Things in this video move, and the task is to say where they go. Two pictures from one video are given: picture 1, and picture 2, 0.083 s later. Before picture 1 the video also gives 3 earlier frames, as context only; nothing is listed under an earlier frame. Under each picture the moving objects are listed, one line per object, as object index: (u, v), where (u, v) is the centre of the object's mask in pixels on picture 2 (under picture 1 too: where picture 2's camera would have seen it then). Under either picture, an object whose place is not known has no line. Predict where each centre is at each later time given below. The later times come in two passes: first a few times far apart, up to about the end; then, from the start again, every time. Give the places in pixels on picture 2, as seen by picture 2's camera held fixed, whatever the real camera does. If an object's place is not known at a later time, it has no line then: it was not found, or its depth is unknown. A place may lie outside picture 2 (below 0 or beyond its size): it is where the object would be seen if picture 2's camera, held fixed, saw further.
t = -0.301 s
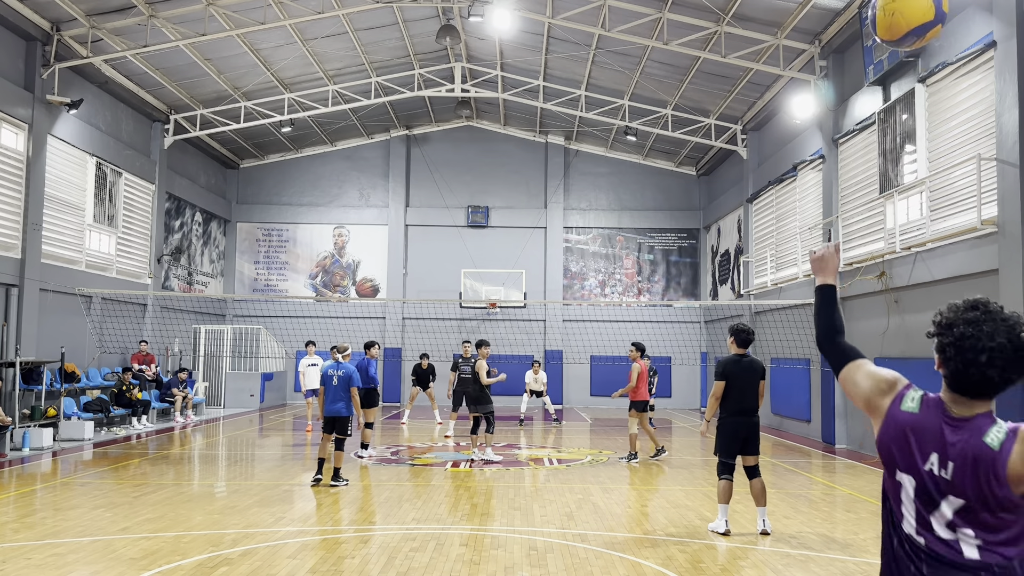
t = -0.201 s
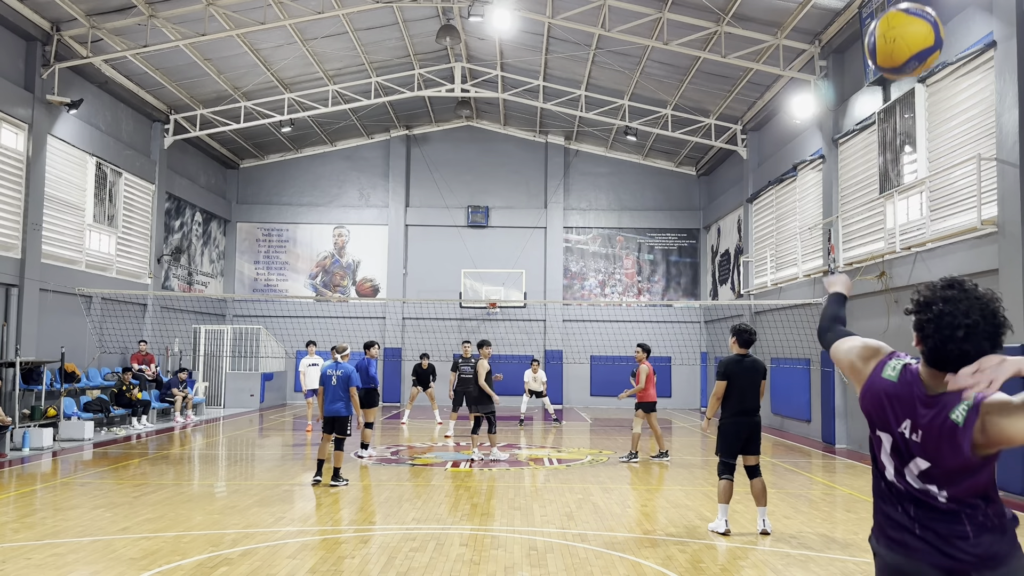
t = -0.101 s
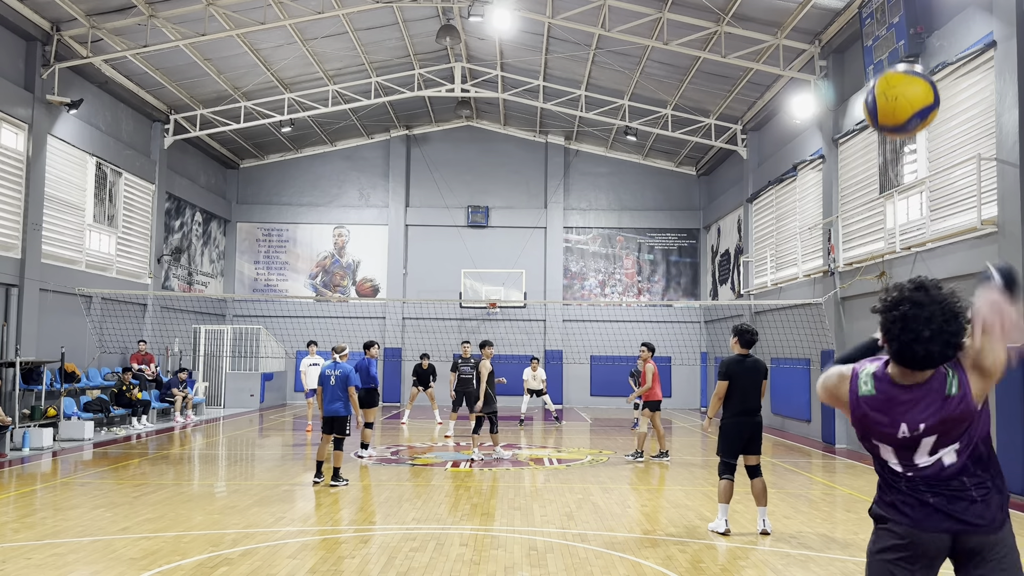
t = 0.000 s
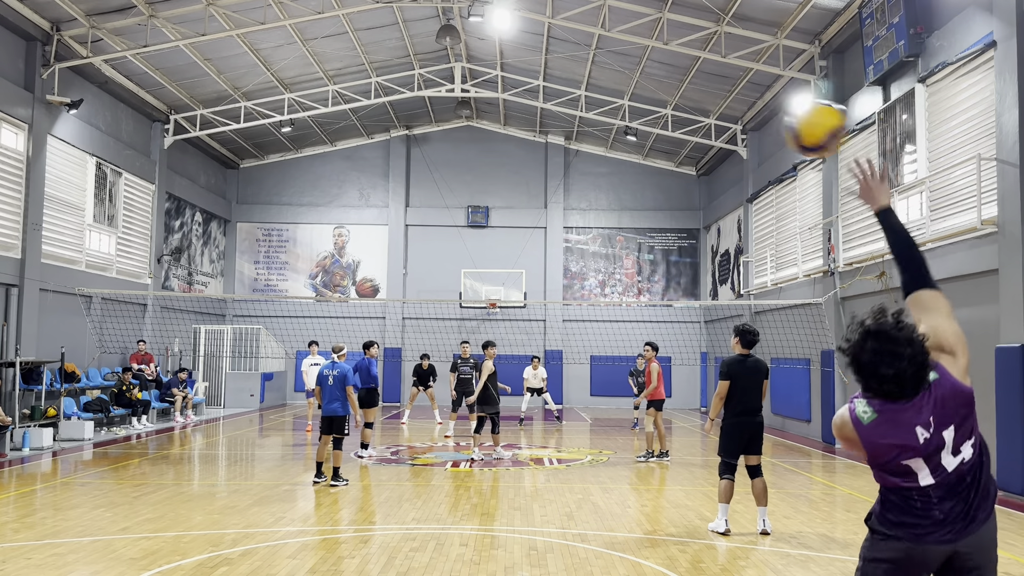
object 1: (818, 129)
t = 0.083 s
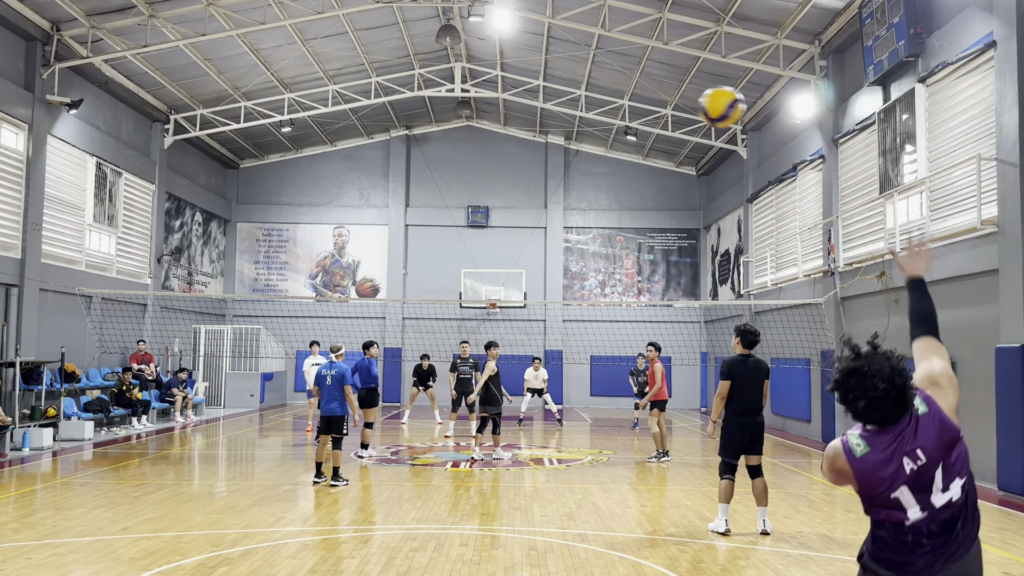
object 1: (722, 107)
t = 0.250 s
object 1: (629, 107)
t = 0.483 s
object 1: (577, 146)
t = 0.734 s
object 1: (552, 202)
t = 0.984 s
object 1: (532, 270)
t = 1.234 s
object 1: (519, 342)
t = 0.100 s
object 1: (708, 105)
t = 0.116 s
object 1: (696, 104)
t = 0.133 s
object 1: (686, 102)
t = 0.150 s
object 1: (675, 102)
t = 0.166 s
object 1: (666, 102)
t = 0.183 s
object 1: (657, 103)
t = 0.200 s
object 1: (649, 103)
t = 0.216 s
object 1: (642, 104)
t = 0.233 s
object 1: (635, 105)
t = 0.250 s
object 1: (629, 107)
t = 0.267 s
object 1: (623, 108)
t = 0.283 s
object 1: (618, 110)
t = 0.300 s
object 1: (613, 112)
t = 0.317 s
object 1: (608, 114)
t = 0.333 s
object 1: (604, 117)
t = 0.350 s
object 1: (600, 119)
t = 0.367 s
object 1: (597, 122)
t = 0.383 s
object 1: (593, 125)
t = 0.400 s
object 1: (590, 128)
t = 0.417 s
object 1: (587, 132)
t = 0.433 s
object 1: (584, 135)
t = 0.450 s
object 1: (582, 138)
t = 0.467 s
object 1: (579, 142)
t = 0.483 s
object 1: (577, 146)
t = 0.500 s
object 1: (575, 149)
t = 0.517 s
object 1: (573, 153)
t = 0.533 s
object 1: (571, 156)
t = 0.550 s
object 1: (569, 160)
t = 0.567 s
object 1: (568, 164)
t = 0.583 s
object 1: (566, 168)
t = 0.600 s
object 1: (565, 171)
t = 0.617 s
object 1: (563, 175)
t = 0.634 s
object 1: (561, 179)
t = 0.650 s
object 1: (560, 183)
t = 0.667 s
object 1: (558, 187)
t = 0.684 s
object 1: (557, 191)
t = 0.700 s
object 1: (555, 195)
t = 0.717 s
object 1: (554, 198)
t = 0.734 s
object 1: (552, 202)
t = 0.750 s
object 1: (551, 207)
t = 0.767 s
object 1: (549, 211)
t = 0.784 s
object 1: (548, 215)
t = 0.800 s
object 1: (546, 219)
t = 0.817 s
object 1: (545, 224)
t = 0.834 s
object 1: (544, 228)
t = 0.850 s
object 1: (542, 233)
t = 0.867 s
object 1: (541, 237)
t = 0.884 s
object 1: (540, 242)
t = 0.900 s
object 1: (538, 246)
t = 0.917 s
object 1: (537, 251)
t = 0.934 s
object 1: (536, 256)
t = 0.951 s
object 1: (535, 260)
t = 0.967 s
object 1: (533, 265)
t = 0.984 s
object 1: (532, 270)
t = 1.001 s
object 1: (531, 275)
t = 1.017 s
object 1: (530, 279)
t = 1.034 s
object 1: (529, 284)
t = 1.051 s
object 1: (529, 289)
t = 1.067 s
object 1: (527, 294)
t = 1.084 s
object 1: (526, 297)
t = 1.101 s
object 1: (525, 305)
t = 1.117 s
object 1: (525, 309)
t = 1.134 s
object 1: (524, 313)
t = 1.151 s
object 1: (523, 319)
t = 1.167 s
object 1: (522, 323)
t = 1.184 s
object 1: (522, 328)
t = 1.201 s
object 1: (521, 333)
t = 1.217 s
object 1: (520, 338)
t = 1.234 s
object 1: (519, 342)
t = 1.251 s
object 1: (519, 347)
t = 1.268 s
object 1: (517, 353)
